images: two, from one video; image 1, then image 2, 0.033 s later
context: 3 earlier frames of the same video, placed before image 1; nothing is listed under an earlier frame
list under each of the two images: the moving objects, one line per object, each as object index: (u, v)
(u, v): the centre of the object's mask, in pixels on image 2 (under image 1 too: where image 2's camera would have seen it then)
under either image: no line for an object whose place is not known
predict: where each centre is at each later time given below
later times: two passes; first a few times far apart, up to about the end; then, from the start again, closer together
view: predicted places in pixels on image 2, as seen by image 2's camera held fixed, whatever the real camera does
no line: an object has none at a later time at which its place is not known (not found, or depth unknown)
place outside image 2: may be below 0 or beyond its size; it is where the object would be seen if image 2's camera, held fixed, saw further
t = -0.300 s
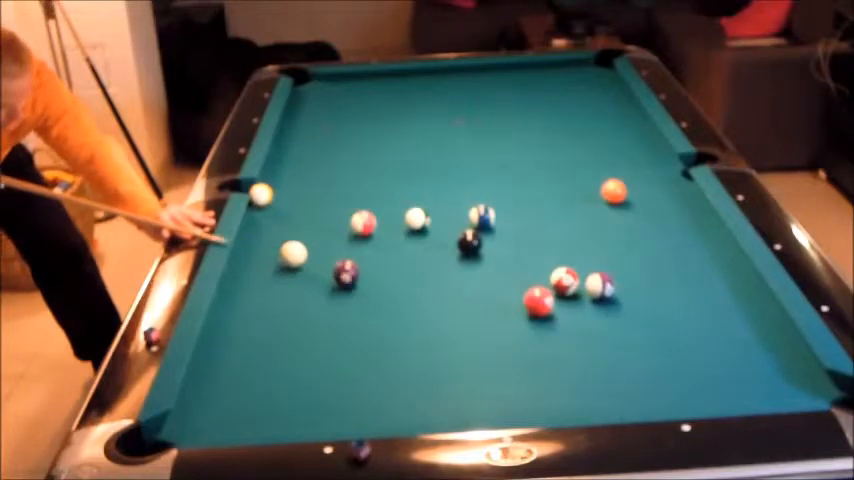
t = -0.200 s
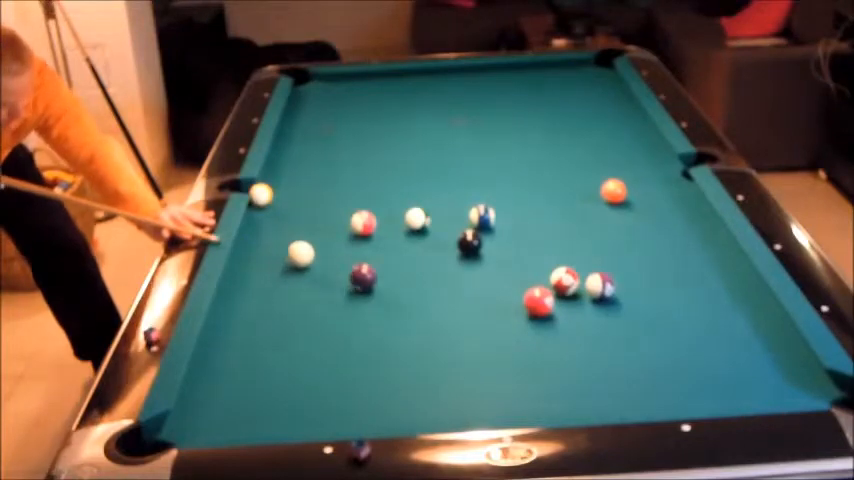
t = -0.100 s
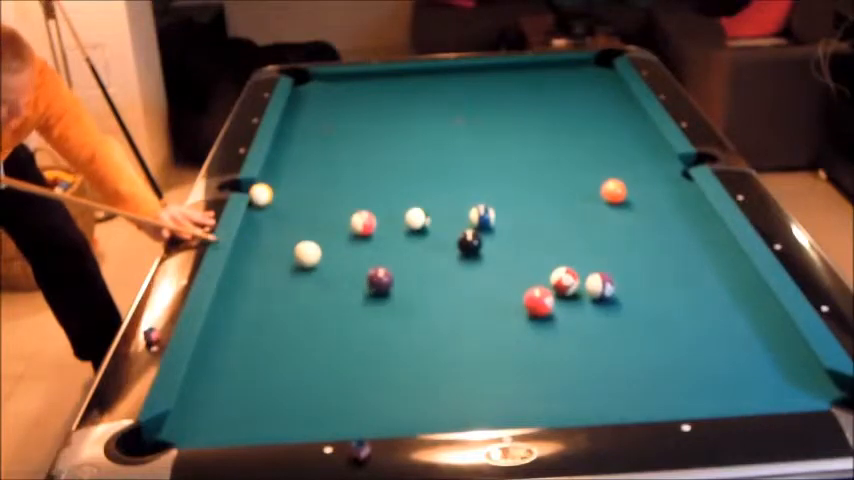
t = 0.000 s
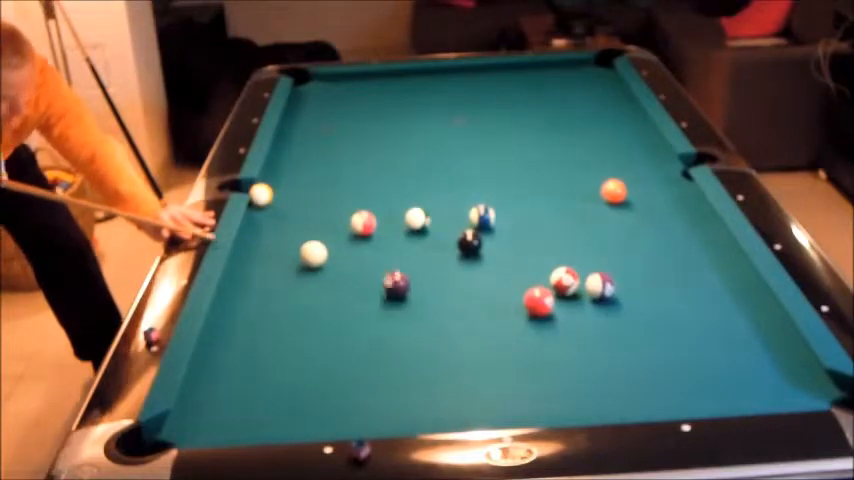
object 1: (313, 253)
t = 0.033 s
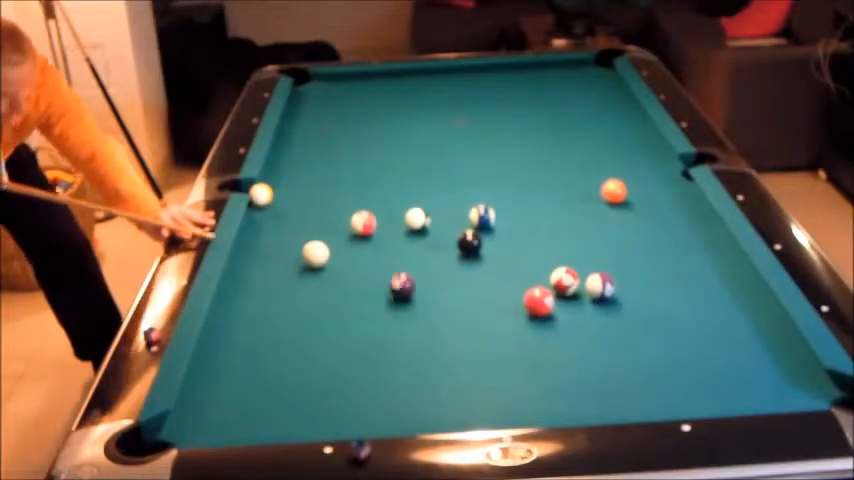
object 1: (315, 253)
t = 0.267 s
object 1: (328, 253)
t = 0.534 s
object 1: (341, 253)
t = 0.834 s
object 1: (351, 253)
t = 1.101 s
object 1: (357, 254)
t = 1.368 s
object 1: (361, 254)
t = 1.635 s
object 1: (362, 255)
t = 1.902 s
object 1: (361, 255)
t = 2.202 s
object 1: (362, 255)
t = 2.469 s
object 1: (362, 254)
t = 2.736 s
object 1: (362, 255)
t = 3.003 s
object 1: (362, 254)
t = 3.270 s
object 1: (362, 255)
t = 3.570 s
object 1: (362, 255)
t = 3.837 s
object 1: (362, 255)
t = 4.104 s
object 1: (362, 254)
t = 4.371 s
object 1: (362, 254)
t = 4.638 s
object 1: (362, 254)
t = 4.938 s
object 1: (362, 254)
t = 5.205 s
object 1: (362, 254)
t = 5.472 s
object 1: (362, 254)
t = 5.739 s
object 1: (362, 255)
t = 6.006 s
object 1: (362, 255)
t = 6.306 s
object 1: (362, 254)
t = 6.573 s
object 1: (362, 254)
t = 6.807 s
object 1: (362, 254)
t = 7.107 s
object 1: (362, 254)
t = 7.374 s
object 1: (362, 254)
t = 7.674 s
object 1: (362, 254)
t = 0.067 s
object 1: (317, 253)
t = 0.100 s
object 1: (319, 253)
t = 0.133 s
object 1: (321, 253)
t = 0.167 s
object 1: (323, 253)
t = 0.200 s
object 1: (325, 253)
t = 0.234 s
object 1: (327, 253)
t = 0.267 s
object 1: (328, 253)
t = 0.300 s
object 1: (330, 253)
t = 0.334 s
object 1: (332, 253)
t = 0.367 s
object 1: (333, 253)
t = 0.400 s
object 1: (335, 253)
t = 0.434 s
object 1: (337, 253)
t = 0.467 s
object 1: (338, 253)
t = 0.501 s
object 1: (340, 253)
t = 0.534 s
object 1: (341, 253)
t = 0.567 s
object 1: (342, 253)
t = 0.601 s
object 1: (343, 253)
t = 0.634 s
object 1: (345, 253)
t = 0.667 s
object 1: (346, 253)
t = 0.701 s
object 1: (347, 253)
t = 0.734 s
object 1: (348, 253)
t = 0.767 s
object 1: (349, 253)
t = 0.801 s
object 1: (350, 253)
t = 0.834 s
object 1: (351, 253)
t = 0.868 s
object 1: (352, 253)
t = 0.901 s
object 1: (353, 254)
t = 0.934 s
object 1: (353, 253)
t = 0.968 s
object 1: (354, 254)
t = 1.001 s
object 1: (355, 254)
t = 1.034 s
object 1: (356, 254)
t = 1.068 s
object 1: (357, 254)
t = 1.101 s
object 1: (357, 254)
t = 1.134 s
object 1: (357, 254)
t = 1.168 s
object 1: (358, 254)
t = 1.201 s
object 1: (359, 254)
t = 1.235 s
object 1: (359, 254)
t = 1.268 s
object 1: (360, 254)
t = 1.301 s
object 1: (360, 254)
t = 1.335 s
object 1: (360, 254)
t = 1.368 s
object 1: (361, 254)
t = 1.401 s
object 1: (361, 254)
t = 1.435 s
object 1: (361, 255)
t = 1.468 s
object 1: (361, 255)
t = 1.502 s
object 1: (361, 255)
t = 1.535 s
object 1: (361, 255)
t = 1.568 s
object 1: (362, 255)
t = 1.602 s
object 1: (362, 255)
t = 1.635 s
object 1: (362, 255)
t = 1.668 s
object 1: (362, 255)
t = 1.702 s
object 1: (362, 255)
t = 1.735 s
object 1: (362, 255)
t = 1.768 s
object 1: (362, 255)
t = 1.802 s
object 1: (362, 255)
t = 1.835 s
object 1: (362, 255)
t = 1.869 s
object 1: (362, 255)
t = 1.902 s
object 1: (361, 255)
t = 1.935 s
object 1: (362, 254)
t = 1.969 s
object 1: (362, 254)
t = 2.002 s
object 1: (362, 255)
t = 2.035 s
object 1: (362, 255)
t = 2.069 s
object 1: (362, 254)
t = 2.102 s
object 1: (362, 254)
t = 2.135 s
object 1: (362, 255)
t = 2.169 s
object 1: (362, 255)
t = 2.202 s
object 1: (362, 255)
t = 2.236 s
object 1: (362, 255)
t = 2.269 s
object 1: (362, 255)
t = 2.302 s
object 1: (362, 255)
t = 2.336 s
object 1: (362, 255)
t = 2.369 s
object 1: (362, 255)
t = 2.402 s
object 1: (362, 255)
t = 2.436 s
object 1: (362, 255)
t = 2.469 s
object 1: (362, 254)
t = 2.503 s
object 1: (362, 254)
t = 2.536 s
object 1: (362, 254)
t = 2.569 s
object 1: (362, 255)
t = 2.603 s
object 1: (362, 254)
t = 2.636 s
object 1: (362, 255)
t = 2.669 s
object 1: (362, 255)
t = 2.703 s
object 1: (362, 255)
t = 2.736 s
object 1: (362, 255)
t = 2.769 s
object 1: (362, 255)
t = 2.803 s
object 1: (362, 254)
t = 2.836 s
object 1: (362, 254)
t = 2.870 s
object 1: (362, 254)
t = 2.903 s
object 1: (362, 254)
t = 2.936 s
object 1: (362, 254)
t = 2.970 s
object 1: (362, 255)
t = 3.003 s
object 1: (362, 254)
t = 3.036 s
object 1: (362, 255)
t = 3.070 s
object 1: (362, 255)
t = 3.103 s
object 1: (362, 254)
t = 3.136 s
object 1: (362, 255)
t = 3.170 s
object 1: (362, 255)
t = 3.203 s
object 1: (362, 255)
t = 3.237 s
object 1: (362, 255)
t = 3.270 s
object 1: (362, 255)
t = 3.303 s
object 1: (362, 255)
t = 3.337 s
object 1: (362, 255)
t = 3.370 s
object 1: (362, 255)
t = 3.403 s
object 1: (362, 255)
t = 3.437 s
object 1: (362, 255)
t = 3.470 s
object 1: (362, 255)
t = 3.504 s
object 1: (362, 255)
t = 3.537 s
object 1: (362, 255)
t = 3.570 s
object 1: (362, 255)
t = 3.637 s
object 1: (362, 254)
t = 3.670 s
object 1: (362, 254)
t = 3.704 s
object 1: (362, 254)
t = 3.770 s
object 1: (362, 254)
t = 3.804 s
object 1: (362, 255)
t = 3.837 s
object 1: (362, 255)
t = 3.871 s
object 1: (362, 254)
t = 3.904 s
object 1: (362, 254)
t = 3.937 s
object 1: (362, 254)
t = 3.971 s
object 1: (362, 254)
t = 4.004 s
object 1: (362, 255)
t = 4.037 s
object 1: (362, 254)
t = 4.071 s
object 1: (362, 254)
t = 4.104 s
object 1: (362, 254)
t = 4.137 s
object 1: (362, 254)
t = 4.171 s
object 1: (362, 254)
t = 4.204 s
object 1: (362, 254)
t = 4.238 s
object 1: (362, 254)
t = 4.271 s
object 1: (362, 254)
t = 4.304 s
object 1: (362, 255)
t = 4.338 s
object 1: (362, 255)
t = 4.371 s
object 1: (362, 254)
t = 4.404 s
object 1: (362, 254)
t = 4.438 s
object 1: (362, 255)
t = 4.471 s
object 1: (362, 254)
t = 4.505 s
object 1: (362, 254)
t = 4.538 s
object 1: (362, 254)
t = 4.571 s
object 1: (362, 254)
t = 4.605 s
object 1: (362, 254)
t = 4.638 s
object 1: (362, 254)
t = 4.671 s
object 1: (362, 254)
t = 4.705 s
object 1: (362, 255)
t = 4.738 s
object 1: (362, 254)
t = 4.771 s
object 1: (362, 255)
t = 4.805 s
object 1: (362, 255)
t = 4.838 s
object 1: (362, 254)
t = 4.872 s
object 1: (362, 254)
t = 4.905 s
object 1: (362, 255)
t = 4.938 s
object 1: (362, 254)
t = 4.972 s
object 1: (362, 254)
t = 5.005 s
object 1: (362, 254)
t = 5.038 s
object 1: (362, 254)
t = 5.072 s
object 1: (362, 255)
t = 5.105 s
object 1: (362, 254)
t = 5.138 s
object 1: (362, 254)
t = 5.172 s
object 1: (362, 254)
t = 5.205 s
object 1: (362, 254)
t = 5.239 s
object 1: (362, 254)
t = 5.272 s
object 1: (362, 254)
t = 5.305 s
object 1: (362, 254)
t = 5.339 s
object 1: (362, 254)
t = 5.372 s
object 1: (362, 254)
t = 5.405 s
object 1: (362, 254)
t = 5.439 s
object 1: (362, 254)
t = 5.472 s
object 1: (362, 254)
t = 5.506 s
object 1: (362, 254)
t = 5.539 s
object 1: (362, 254)
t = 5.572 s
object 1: (362, 254)
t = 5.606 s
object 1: (362, 254)
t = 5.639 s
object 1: (362, 254)
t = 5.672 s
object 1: (362, 254)
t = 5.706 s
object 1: (362, 254)
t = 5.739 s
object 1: (362, 255)
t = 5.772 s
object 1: (361, 254)
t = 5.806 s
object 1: (362, 254)
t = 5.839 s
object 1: (362, 254)
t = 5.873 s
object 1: (362, 254)
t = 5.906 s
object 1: (362, 254)
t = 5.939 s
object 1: (362, 255)
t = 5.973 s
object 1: (362, 254)
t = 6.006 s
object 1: (362, 255)
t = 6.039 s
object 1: (362, 255)
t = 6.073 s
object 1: (362, 255)
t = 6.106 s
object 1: (362, 255)
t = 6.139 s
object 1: (362, 255)
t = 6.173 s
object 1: (362, 255)
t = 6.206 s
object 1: (361, 255)
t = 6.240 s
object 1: (362, 254)
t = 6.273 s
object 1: (362, 254)
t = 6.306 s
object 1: (362, 254)
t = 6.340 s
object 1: (362, 254)
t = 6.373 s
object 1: (362, 254)
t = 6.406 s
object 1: (362, 254)
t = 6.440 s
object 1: (362, 254)
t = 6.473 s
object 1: (362, 254)
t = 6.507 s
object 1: (362, 254)
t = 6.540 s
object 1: (362, 254)
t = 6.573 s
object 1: (362, 254)
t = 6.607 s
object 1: (362, 255)
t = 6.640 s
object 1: (362, 255)
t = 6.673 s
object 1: (362, 255)
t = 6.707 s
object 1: (362, 255)
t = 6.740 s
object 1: (362, 254)
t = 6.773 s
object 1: (362, 254)
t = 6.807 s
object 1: (362, 254)
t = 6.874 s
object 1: (362, 254)
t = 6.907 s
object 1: (362, 254)
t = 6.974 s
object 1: (362, 254)
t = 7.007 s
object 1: (362, 254)
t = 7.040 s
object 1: (362, 254)
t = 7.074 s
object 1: (362, 254)
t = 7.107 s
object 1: (362, 254)
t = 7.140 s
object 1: (362, 254)
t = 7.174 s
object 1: (362, 254)
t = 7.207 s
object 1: (362, 254)
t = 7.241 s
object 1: (362, 254)
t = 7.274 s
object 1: (362, 254)
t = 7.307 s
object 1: (362, 254)
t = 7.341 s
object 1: (362, 254)
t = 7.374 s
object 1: (362, 254)
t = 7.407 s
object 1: (362, 254)
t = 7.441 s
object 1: (362, 254)
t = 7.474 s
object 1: (362, 254)
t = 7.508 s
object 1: (362, 254)
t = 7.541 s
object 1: (362, 254)
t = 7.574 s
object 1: (362, 254)
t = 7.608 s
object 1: (362, 254)
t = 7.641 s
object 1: (362, 254)
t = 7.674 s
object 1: (362, 254)
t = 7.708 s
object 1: (362, 254)
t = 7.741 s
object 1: (362, 254)
